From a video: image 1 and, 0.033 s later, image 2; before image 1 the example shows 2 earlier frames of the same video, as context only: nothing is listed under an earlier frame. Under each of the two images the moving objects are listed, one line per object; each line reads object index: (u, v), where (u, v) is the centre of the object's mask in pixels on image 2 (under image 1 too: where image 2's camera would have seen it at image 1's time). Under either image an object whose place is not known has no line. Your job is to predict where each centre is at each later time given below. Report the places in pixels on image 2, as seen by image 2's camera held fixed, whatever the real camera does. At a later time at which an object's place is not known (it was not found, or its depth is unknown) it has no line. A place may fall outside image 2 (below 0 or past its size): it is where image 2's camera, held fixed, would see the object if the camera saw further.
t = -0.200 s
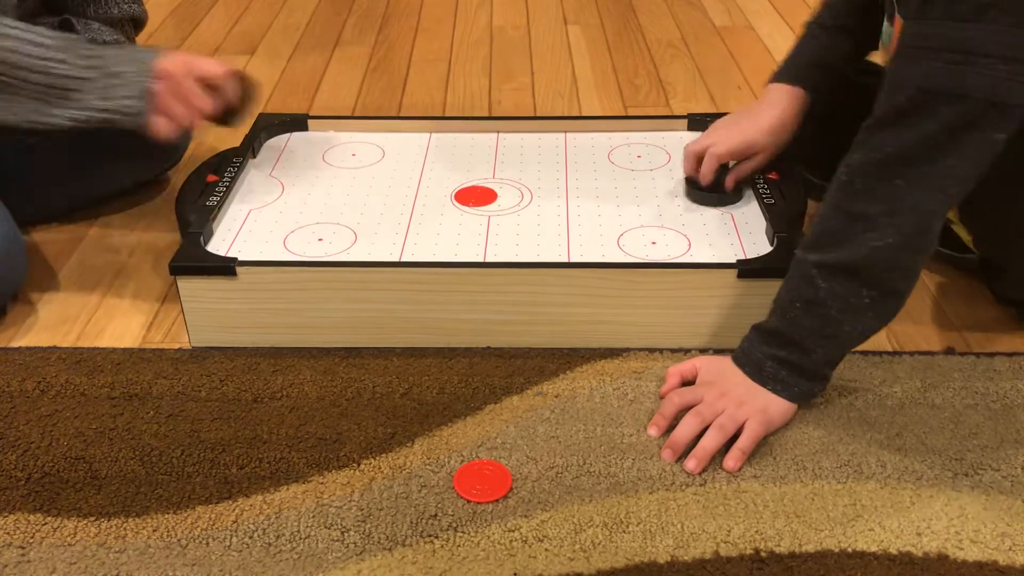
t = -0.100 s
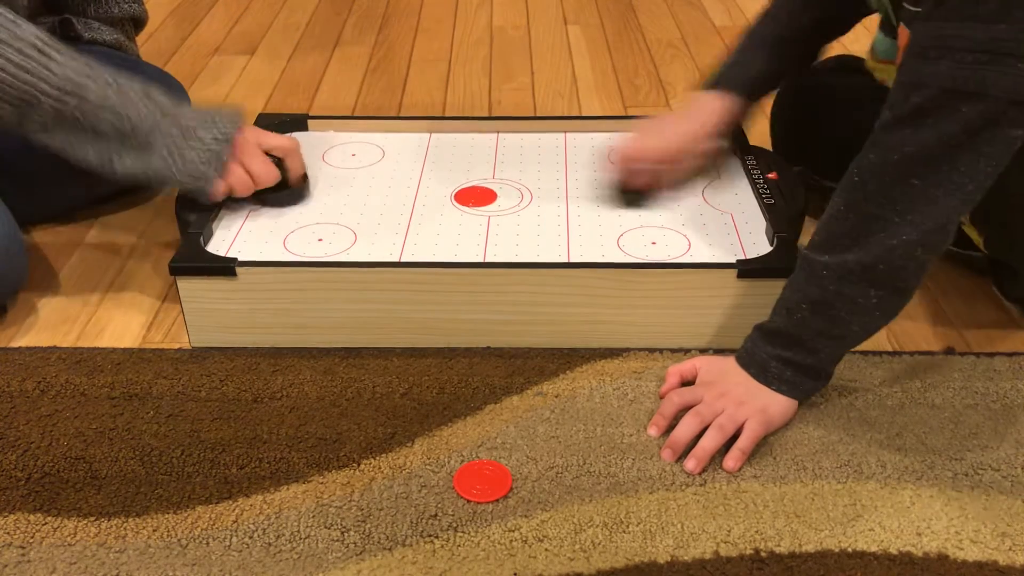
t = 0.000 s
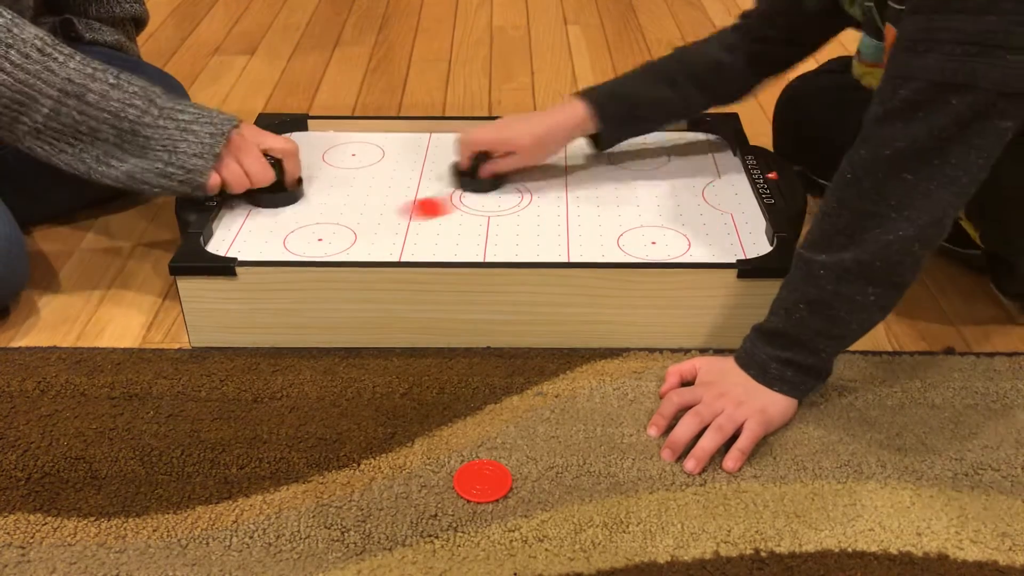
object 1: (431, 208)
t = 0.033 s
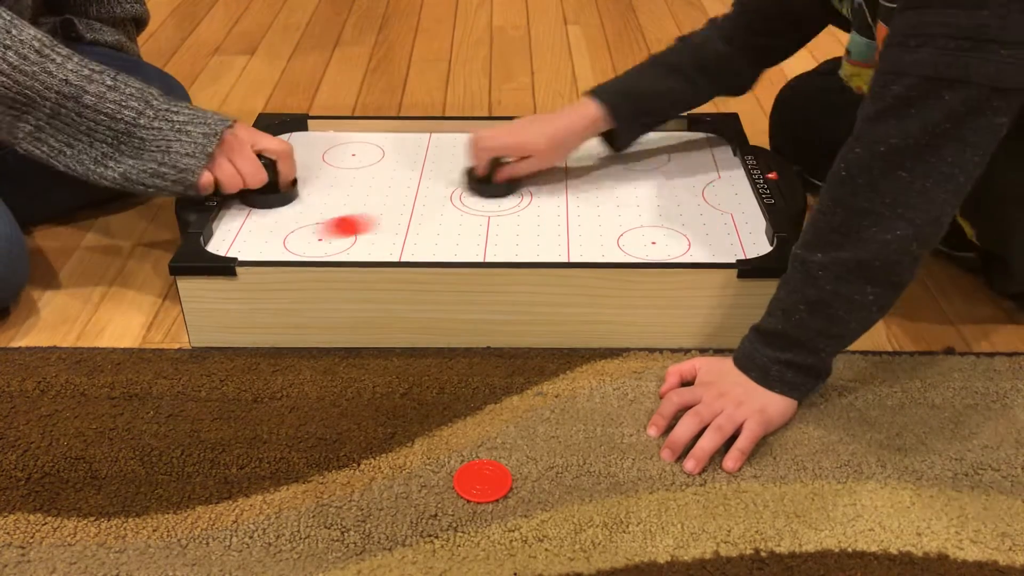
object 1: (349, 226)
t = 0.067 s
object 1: (305, 235)
